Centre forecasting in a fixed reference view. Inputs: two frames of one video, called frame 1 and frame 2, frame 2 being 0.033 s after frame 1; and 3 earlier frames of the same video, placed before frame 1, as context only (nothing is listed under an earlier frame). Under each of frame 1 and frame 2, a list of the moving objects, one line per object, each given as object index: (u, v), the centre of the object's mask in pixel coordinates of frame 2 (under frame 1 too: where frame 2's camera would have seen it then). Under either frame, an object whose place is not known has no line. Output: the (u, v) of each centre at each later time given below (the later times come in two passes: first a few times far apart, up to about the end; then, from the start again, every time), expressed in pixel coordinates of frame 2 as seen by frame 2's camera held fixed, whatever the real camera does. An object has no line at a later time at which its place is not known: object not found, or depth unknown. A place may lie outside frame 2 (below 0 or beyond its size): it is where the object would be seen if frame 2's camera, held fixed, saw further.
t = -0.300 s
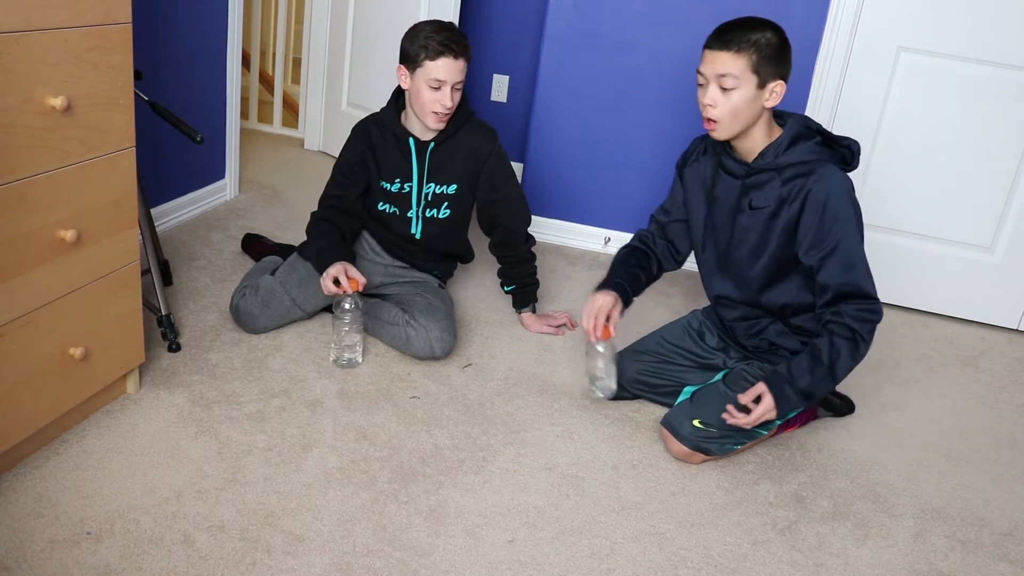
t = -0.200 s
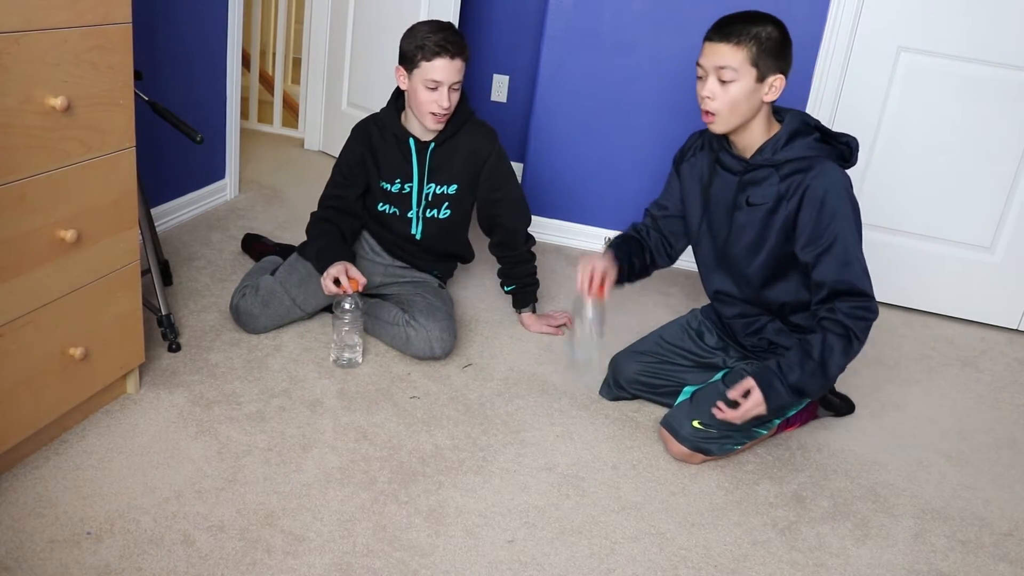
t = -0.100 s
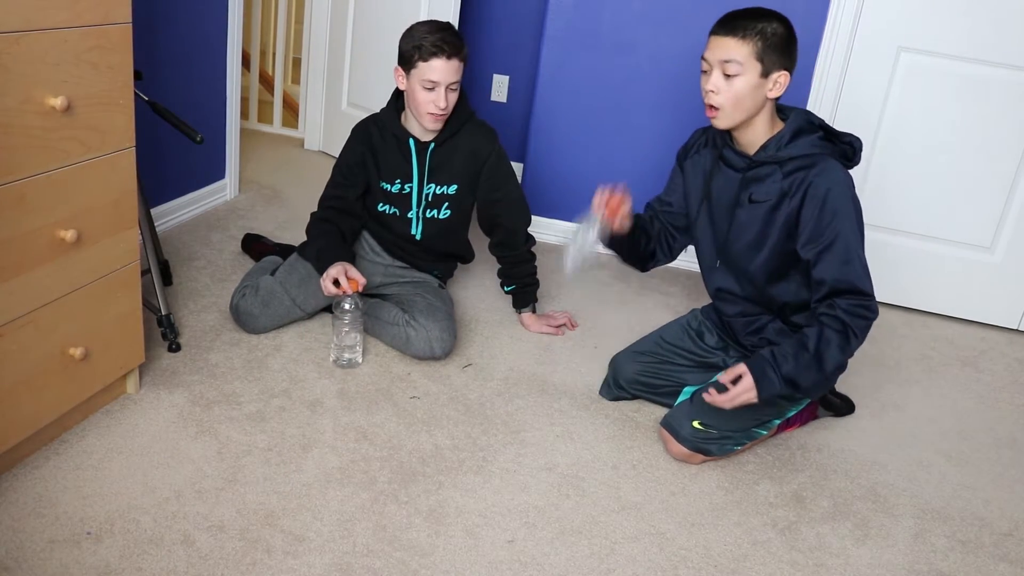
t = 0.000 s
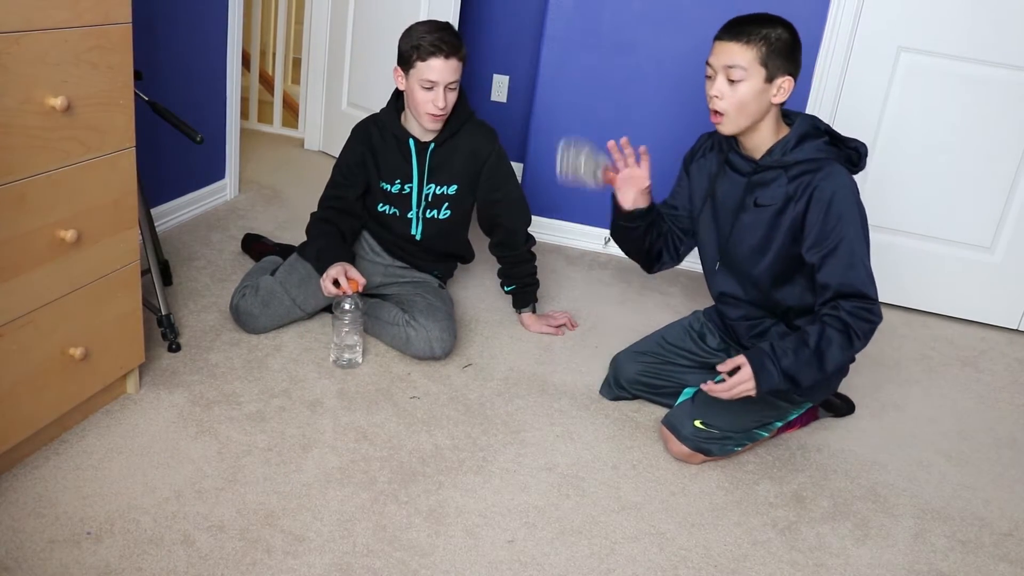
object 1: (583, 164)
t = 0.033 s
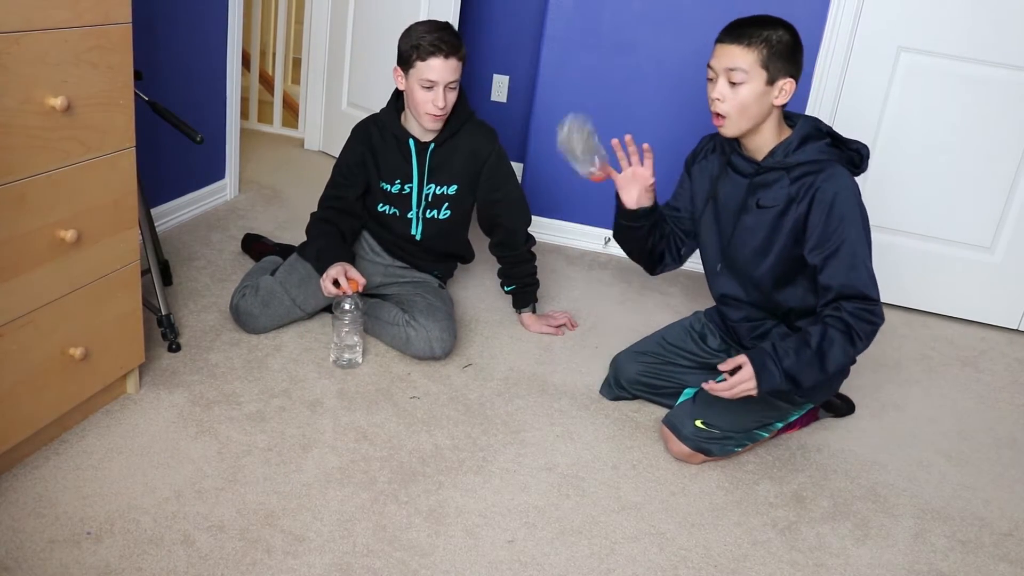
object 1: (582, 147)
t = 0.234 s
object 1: (550, 162)
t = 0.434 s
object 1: (490, 384)
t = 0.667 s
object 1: (441, 461)
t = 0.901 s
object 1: (444, 470)
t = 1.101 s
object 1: (480, 500)
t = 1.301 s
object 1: (480, 499)
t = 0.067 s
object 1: (580, 138)
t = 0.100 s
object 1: (575, 133)
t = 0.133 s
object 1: (569, 134)
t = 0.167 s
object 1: (563, 138)
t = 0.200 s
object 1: (556, 148)
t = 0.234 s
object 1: (550, 162)
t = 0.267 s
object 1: (542, 184)
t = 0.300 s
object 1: (532, 213)
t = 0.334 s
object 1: (522, 247)
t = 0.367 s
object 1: (512, 287)
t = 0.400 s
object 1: (497, 338)
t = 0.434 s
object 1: (490, 384)
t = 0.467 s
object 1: (479, 435)
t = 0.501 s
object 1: (474, 454)
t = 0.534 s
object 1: (466, 452)
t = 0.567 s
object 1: (461, 450)
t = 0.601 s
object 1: (453, 451)
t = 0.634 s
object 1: (444, 458)
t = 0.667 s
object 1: (441, 461)
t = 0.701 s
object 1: (439, 461)
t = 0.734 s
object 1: (437, 462)
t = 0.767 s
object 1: (435, 461)
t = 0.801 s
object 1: (435, 463)
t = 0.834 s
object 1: (437, 464)
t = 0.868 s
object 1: (441, 467)
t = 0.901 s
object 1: (444, 470)
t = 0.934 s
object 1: (450, 474)
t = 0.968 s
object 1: (458, 478)
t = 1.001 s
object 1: (465, 488)
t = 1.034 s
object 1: (471, 497)
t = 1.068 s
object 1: (475, 497)
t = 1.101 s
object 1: (480, 500)
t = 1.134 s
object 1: (480, 500)
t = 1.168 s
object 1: (480, 499)
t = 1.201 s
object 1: (480, 499)
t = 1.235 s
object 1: (479, 499)
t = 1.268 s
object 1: (480, 499)
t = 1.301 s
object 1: (480, 499)
